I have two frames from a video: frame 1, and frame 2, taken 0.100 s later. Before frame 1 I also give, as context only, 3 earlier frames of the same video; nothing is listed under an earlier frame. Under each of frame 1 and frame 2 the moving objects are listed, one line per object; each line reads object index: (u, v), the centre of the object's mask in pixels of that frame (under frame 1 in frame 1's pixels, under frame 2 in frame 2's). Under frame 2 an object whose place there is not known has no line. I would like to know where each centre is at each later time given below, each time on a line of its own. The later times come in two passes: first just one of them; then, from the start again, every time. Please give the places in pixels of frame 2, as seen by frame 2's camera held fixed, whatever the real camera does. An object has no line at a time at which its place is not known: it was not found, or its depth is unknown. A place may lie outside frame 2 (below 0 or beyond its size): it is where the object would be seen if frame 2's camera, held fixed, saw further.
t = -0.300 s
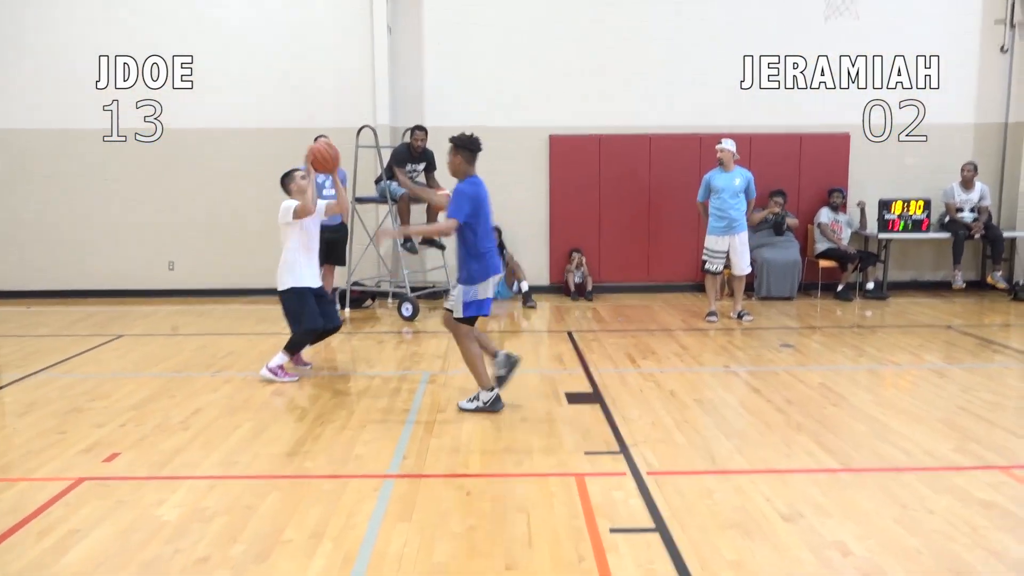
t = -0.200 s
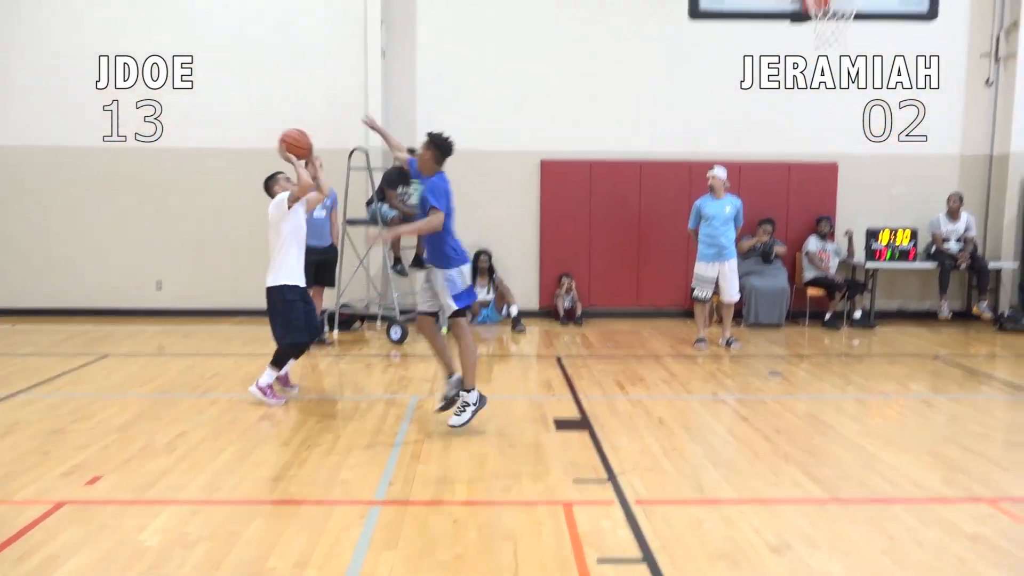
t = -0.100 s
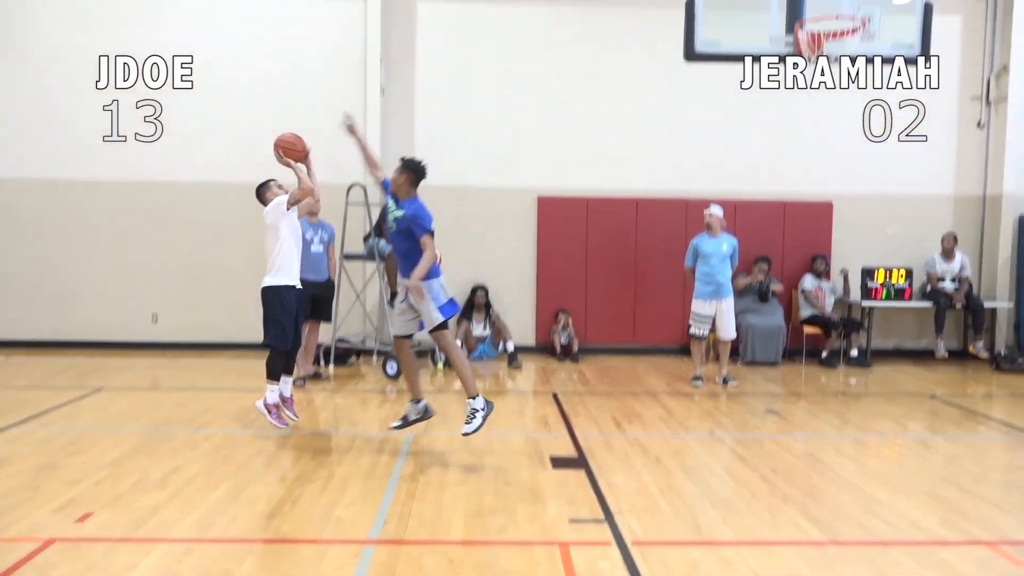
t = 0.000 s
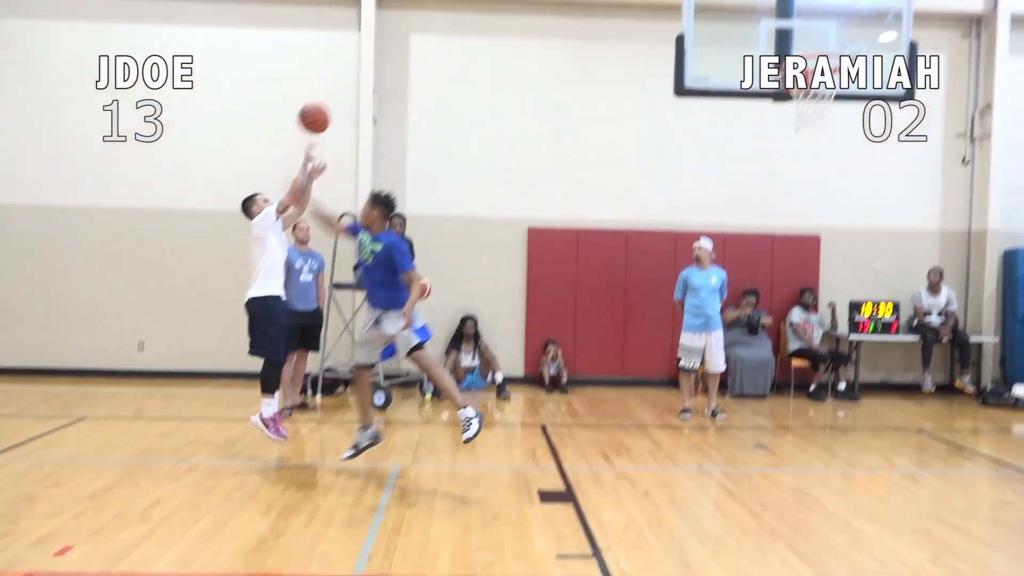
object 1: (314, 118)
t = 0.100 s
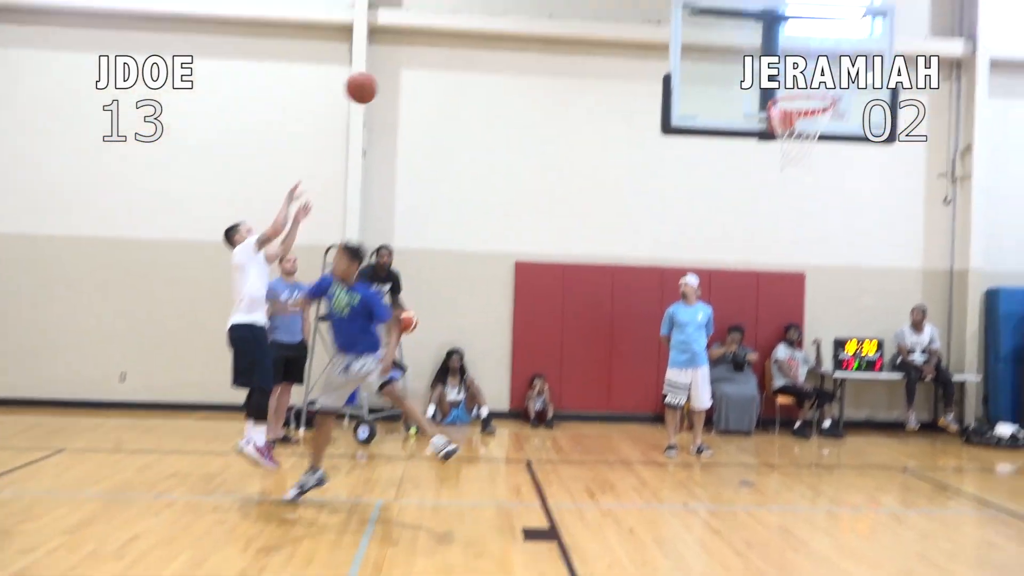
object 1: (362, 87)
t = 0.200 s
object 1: (418, 38)
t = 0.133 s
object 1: (381, 70)
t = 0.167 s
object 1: (399, 52)
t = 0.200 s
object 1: (418, 38)
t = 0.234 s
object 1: (437, 25)
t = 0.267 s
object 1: (456, 13)
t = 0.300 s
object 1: (474, 3)
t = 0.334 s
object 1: (492, -6)
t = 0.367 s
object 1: (510, -13)
